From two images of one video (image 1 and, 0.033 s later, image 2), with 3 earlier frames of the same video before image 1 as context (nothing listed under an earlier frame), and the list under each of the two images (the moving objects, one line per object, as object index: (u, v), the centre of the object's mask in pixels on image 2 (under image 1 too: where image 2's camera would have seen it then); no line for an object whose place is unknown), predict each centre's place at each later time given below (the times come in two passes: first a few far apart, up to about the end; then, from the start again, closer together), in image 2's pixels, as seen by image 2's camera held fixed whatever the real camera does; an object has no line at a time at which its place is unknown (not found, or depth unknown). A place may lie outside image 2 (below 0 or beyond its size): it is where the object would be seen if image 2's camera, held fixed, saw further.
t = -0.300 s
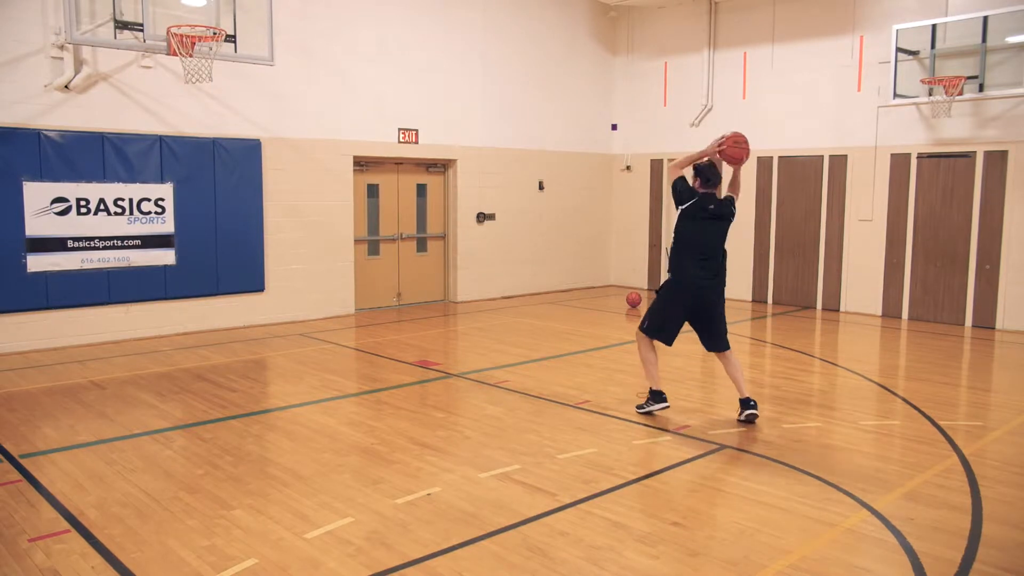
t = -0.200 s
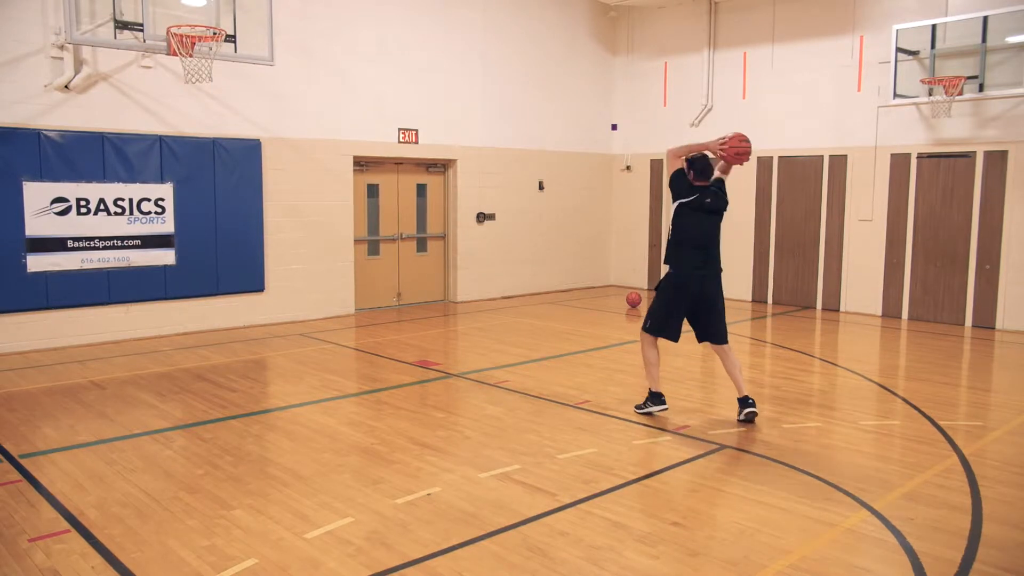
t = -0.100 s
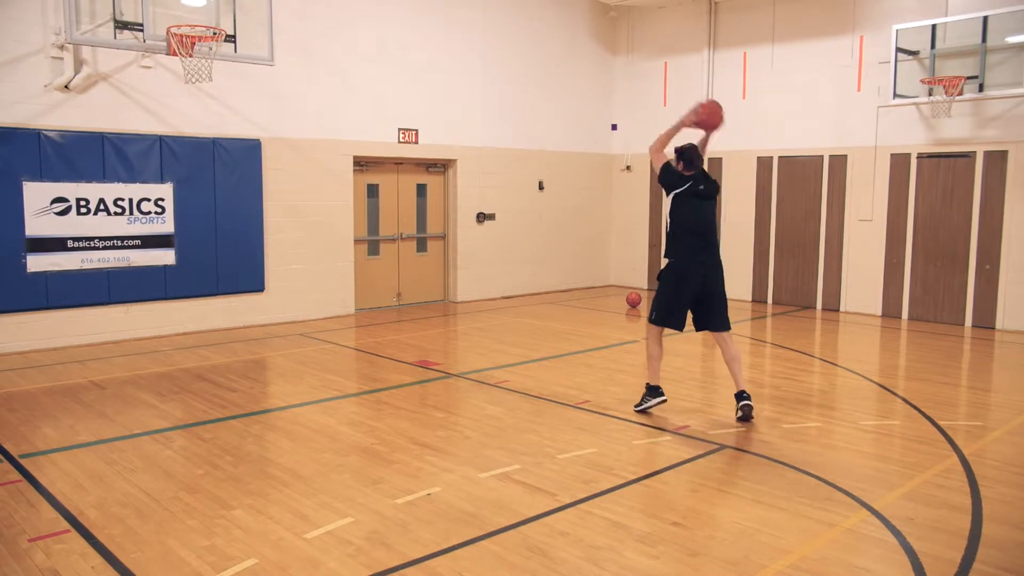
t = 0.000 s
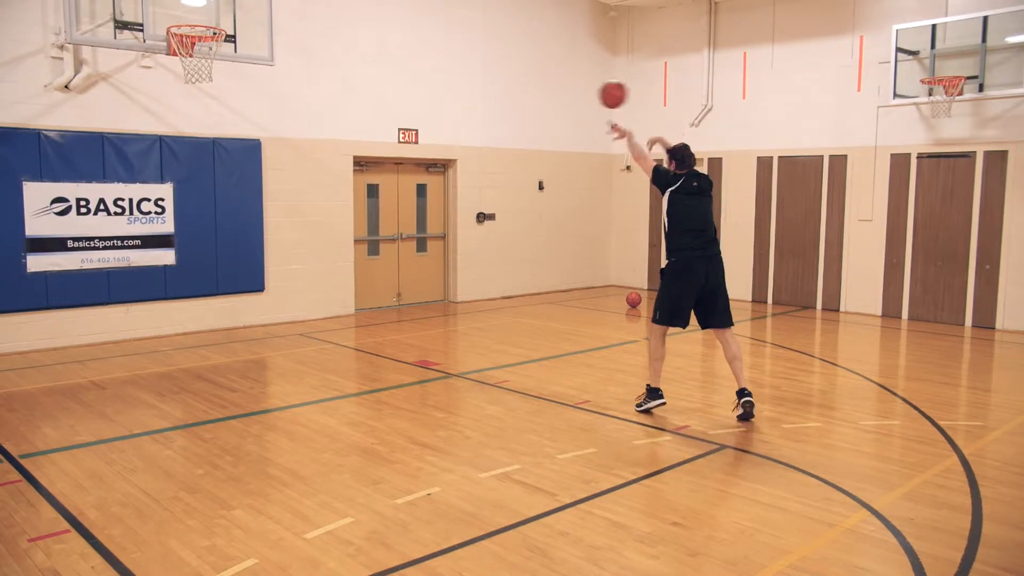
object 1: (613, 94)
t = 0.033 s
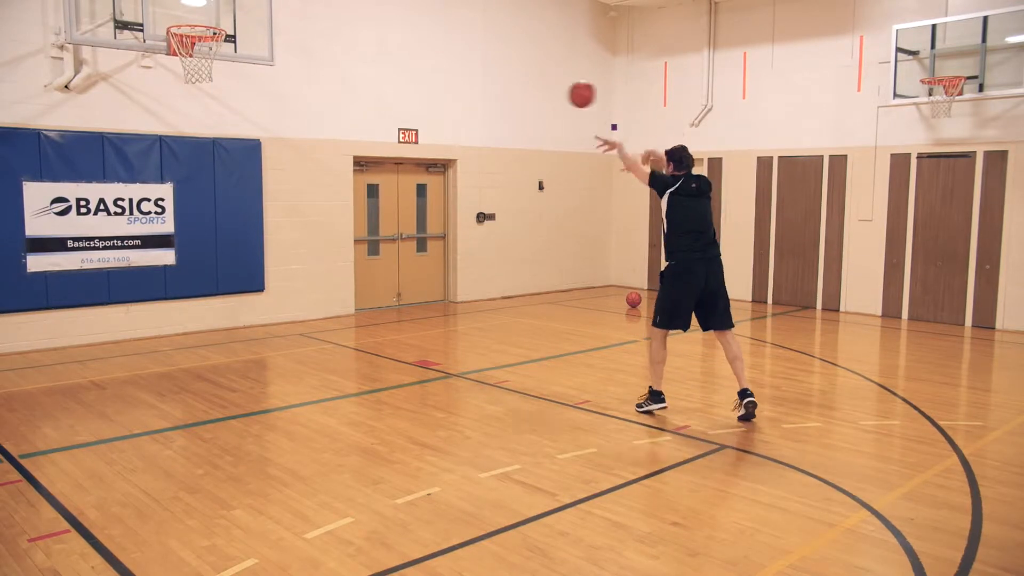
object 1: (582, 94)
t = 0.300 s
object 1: (398, 129)
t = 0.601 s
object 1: (366, 200)
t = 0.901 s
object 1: (489, 335)
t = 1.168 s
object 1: (588, 268)
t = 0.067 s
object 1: (552, 95)
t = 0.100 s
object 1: (525, 98)
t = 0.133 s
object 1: (500, 101)
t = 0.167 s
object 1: (477, 105)
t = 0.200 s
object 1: (455, 110)
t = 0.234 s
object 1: (435, 116)
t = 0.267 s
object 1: (416, 122)
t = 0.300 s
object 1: (398, 129)
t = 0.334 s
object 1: (381, 137)
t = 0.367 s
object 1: (366, 145)
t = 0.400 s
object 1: (351, 154)
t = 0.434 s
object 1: (338, 162)
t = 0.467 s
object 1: (325, 172)
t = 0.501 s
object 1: (331, 178)
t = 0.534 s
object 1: (342, 184)
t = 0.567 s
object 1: (353, 191)
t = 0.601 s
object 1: (366, 200)
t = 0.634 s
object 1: (377, 209)
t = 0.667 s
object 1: (390, 220)
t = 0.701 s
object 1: (402, 232)
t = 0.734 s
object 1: (416, 245)
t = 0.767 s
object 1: (429, 261)
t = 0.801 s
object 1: (443, 277)
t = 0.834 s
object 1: (459, 294)
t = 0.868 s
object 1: (473, 314)
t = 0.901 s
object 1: (489, 335)
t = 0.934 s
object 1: (502, 339)
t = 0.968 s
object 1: (513, 327)
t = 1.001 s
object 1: (525, 316)
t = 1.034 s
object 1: (537, 304)
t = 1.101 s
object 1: (562, 284)
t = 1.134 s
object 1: (574, 275)
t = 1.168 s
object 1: (588, 268)
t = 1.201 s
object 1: (601, 261)
